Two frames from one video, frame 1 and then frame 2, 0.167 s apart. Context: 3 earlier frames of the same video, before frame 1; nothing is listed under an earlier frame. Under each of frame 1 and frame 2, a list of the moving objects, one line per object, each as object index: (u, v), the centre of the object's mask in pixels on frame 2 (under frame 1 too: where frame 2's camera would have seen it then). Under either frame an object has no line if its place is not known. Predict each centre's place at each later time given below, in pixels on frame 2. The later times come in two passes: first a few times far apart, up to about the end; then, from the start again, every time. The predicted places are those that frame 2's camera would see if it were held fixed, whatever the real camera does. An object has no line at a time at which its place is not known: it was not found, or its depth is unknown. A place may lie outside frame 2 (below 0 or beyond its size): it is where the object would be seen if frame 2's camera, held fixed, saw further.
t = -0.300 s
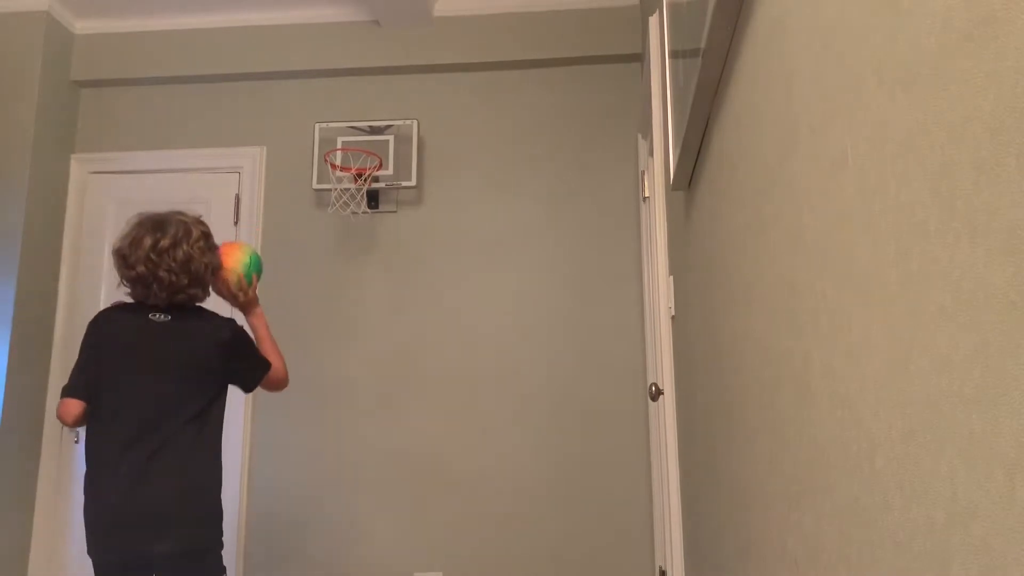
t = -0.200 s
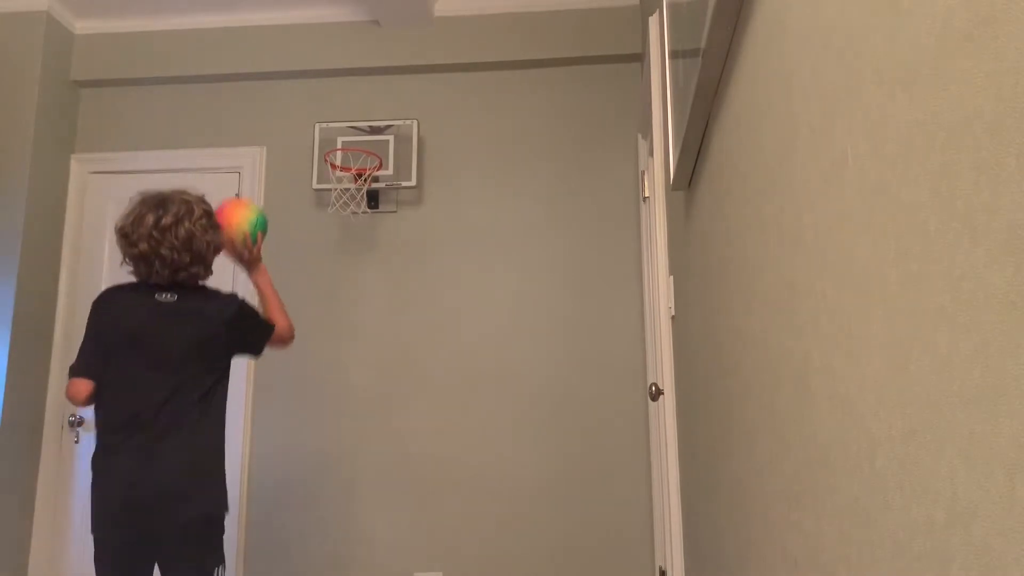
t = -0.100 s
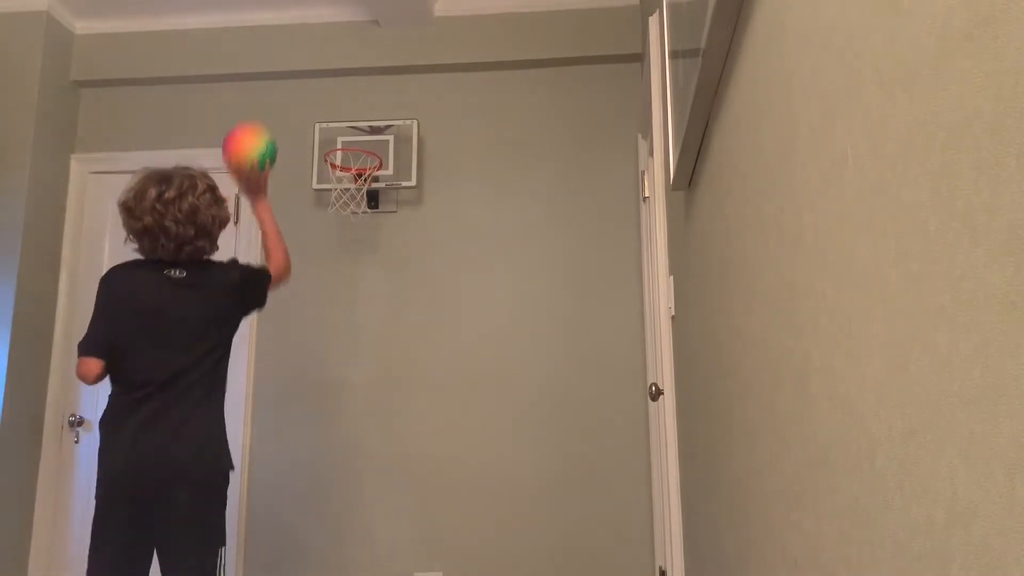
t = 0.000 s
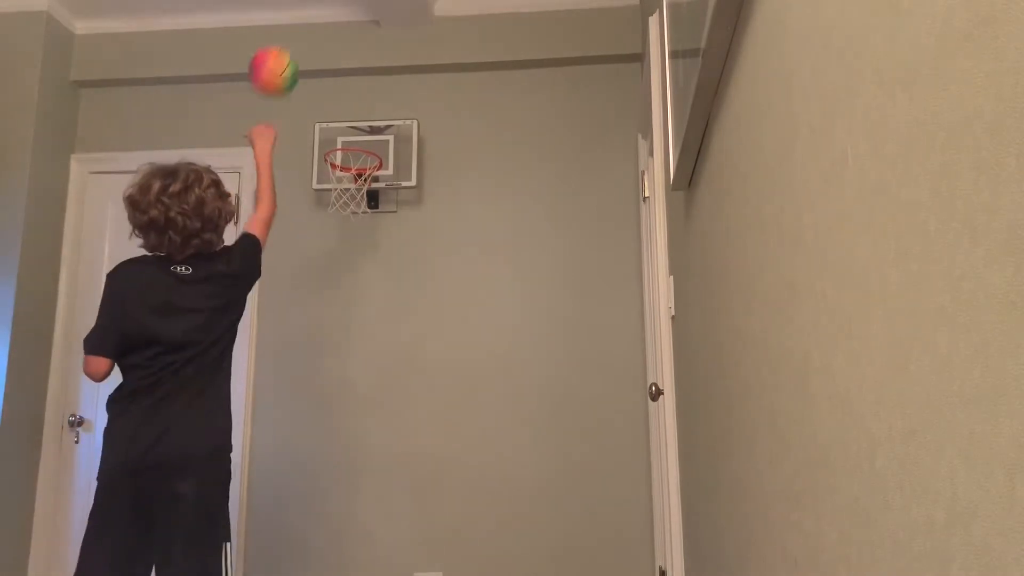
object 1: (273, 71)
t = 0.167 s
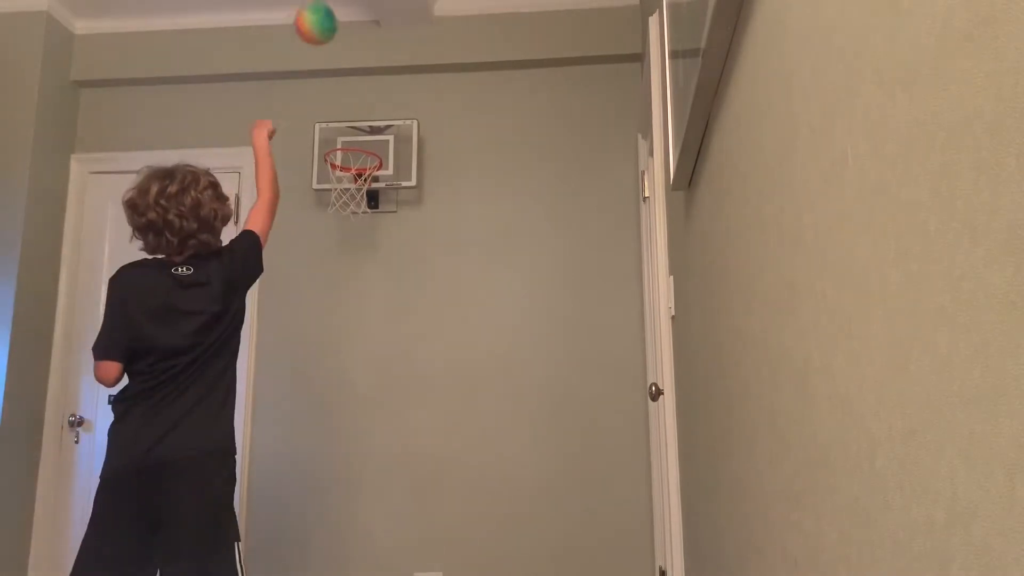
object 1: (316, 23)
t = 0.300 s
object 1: (340, 41)
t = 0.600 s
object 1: (372, 132)
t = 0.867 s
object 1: (359, 124)
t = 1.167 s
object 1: (339, 306)
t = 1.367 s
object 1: (317, 562)
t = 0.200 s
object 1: (322, 24)
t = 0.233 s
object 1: (329, 27)
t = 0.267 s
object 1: (335, 33)
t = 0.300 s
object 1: (340, 41)
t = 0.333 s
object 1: (346, 50)
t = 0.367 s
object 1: (351, 61)
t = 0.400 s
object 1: (355, 76)
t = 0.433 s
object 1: (359, 93)
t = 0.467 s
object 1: (364, 111)
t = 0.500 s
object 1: (368, 133)
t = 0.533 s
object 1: (375, 148)
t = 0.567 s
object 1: (372, 141)
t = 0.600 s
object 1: (372, 132)
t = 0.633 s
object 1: (370, 122)
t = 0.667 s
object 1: (369, 116)
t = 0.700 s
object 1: (367, 111)
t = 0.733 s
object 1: (366, 109)
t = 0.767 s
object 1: (364, 109)
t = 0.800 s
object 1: (362, 112)
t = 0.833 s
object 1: (361, 116)
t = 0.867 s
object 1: (359, 124)
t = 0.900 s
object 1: (357, 133)
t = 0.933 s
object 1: (354, 142)
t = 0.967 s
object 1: (347, 161)
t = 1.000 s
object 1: (350, 179)
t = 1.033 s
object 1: (346, 196)
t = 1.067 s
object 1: (345, 218)
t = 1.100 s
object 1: (343, 246)
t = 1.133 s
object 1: (341, 274)
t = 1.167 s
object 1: (339, 306)
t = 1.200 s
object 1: (335, 340)
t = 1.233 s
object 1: (332, 379)
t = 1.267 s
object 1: (329, 420)
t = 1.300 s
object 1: (324, 465)
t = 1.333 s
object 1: (321, 512)
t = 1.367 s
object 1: (317, 562)
